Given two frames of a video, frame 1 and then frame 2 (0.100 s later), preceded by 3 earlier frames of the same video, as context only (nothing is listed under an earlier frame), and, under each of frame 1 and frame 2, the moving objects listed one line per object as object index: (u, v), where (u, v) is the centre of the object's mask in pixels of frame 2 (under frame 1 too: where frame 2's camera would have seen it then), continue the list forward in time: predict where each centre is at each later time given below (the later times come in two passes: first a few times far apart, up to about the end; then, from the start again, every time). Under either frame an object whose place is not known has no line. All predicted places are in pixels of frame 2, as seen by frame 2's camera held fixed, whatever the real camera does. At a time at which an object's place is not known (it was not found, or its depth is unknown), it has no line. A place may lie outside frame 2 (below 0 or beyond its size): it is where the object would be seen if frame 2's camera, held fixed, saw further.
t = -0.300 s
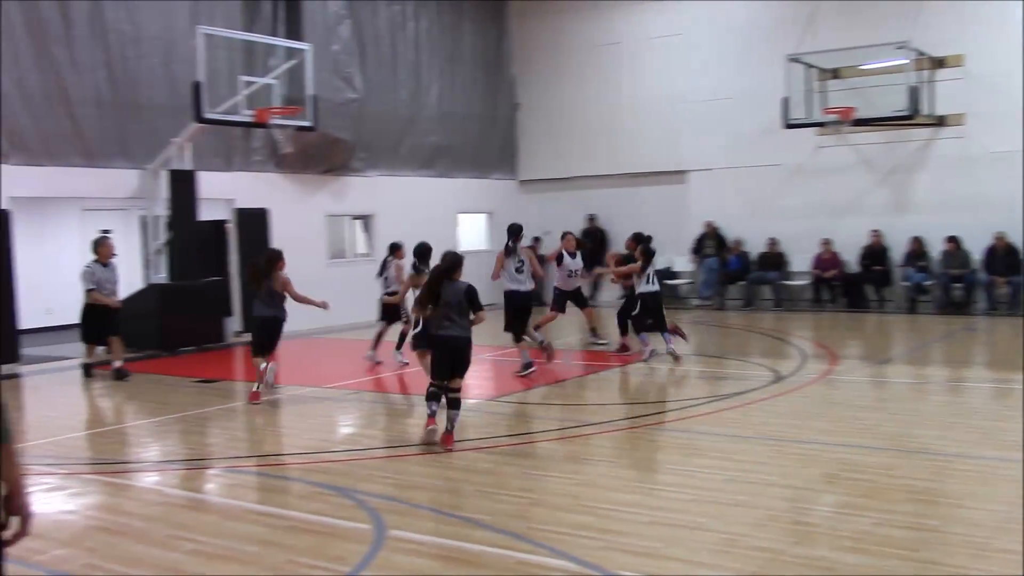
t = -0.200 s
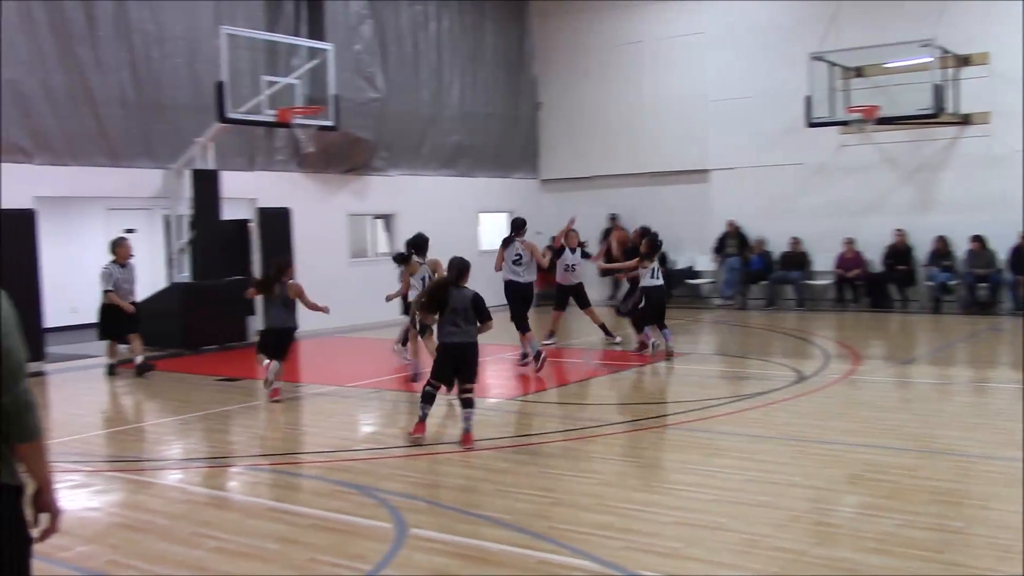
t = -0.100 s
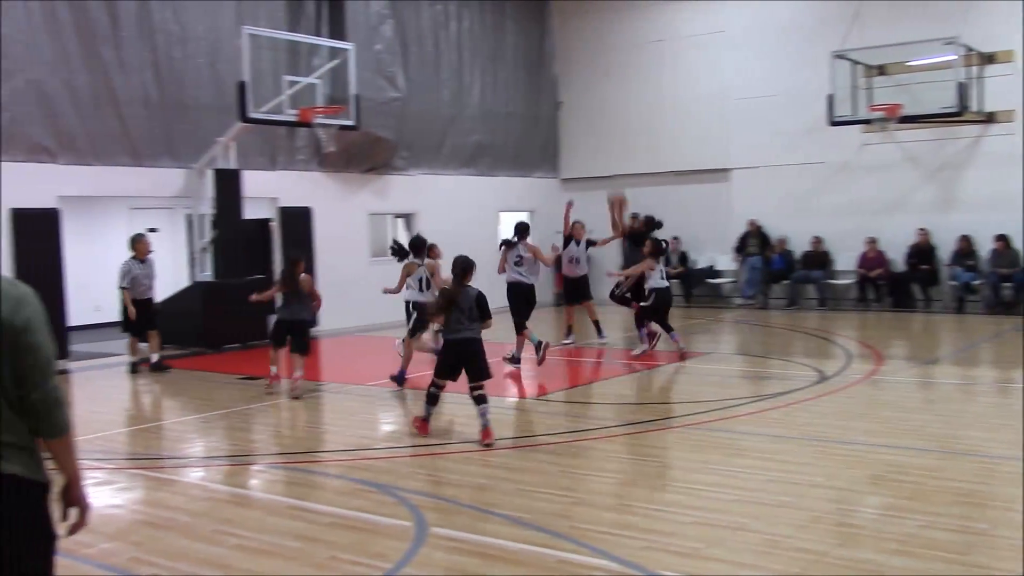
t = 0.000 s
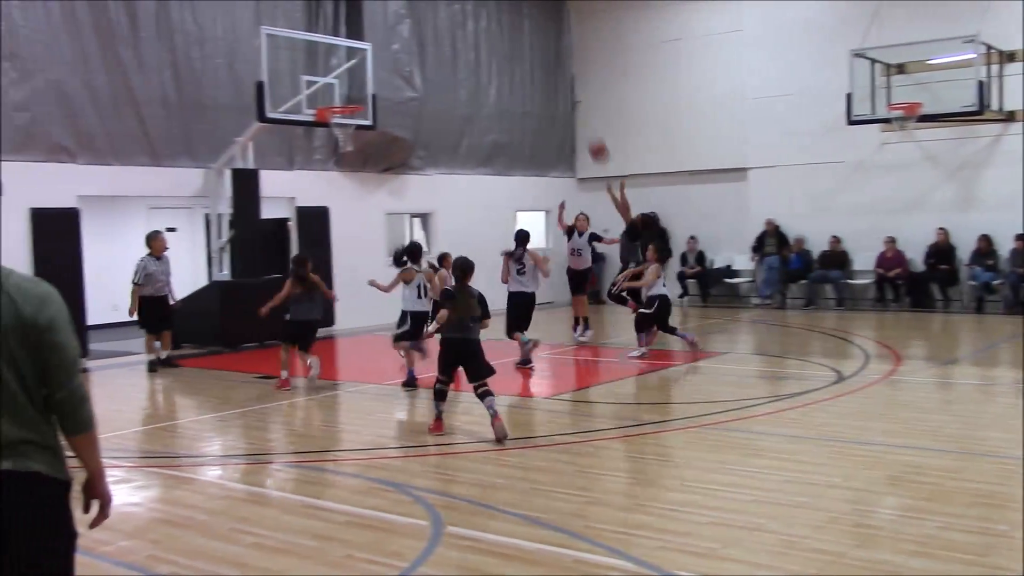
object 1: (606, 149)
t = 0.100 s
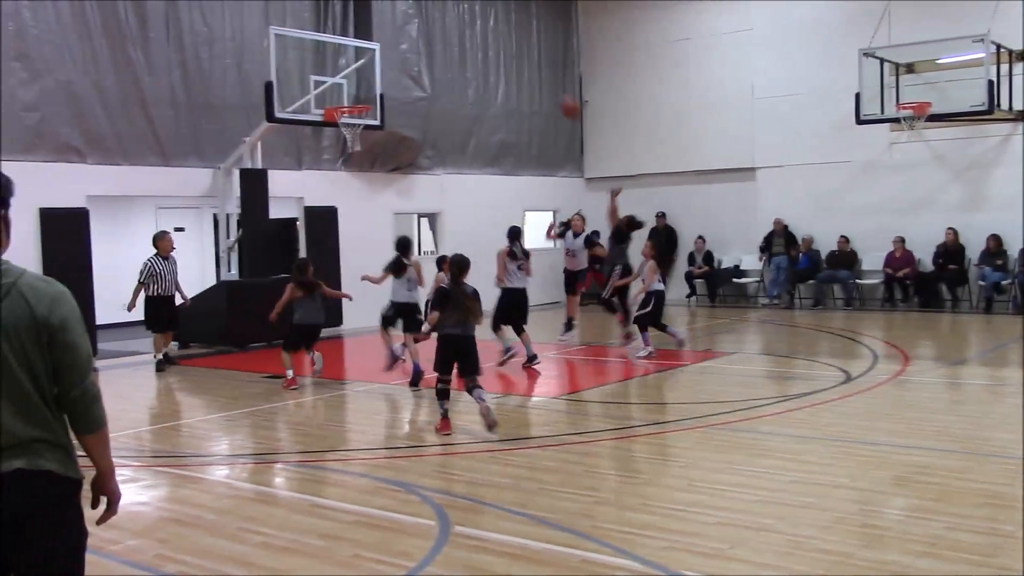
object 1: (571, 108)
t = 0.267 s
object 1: (514, 57)
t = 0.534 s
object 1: (430, 28)
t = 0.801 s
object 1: (354, 53)
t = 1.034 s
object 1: (381, 103)
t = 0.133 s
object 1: (558, 95)
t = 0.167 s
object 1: (548, 84)
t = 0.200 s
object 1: (537, 75)
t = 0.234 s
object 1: (525, 65)
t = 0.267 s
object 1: (514, 57)
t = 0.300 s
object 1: (502, 50)
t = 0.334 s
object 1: (491, 44)
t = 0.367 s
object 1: (481, 40)
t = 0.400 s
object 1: (469, 35)
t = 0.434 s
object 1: (460, 32)
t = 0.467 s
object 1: (450, 30)
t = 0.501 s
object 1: (441, 28)
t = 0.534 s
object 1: (430, 28)
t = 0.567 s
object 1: (421, 28)
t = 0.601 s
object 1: (410, 29)
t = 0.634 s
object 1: (400, 32)
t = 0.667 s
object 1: (391, 34)
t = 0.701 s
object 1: (382, 37)
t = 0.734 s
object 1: (373, 42)
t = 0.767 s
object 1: (363, 49)
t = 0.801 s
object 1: (354, 53)
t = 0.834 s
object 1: (352, 59)
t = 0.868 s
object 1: (357, 65)
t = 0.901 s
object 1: (361, 72)
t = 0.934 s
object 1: (365, 76)
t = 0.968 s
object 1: (371, 85)
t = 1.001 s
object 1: (374, 94)
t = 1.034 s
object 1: (381, 103)
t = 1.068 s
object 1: (387, 115)
